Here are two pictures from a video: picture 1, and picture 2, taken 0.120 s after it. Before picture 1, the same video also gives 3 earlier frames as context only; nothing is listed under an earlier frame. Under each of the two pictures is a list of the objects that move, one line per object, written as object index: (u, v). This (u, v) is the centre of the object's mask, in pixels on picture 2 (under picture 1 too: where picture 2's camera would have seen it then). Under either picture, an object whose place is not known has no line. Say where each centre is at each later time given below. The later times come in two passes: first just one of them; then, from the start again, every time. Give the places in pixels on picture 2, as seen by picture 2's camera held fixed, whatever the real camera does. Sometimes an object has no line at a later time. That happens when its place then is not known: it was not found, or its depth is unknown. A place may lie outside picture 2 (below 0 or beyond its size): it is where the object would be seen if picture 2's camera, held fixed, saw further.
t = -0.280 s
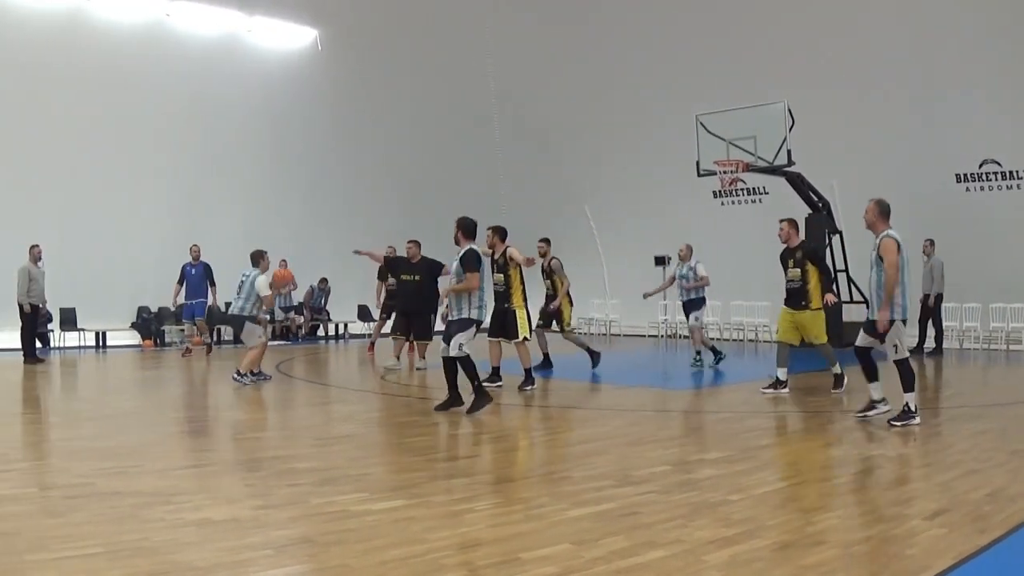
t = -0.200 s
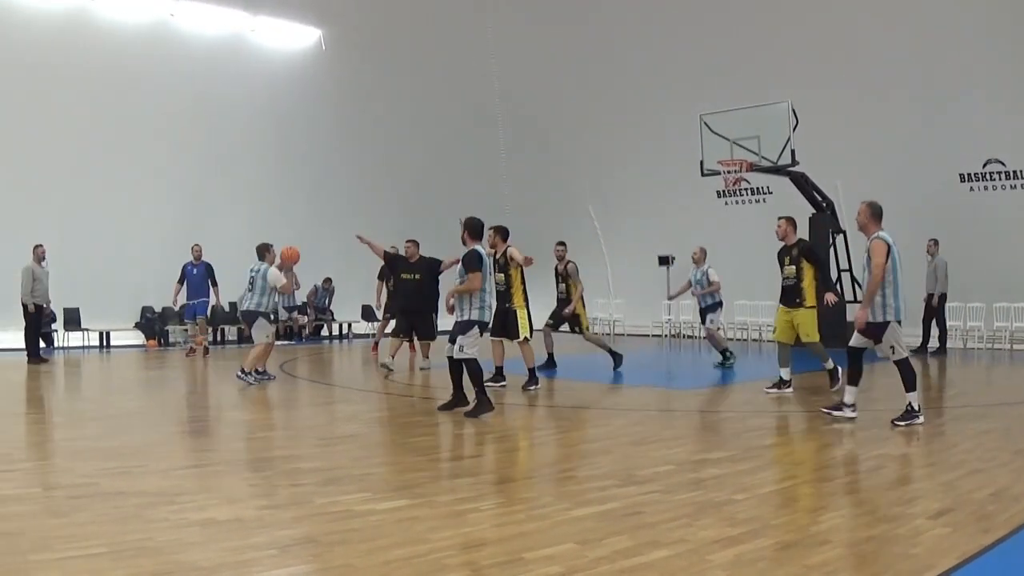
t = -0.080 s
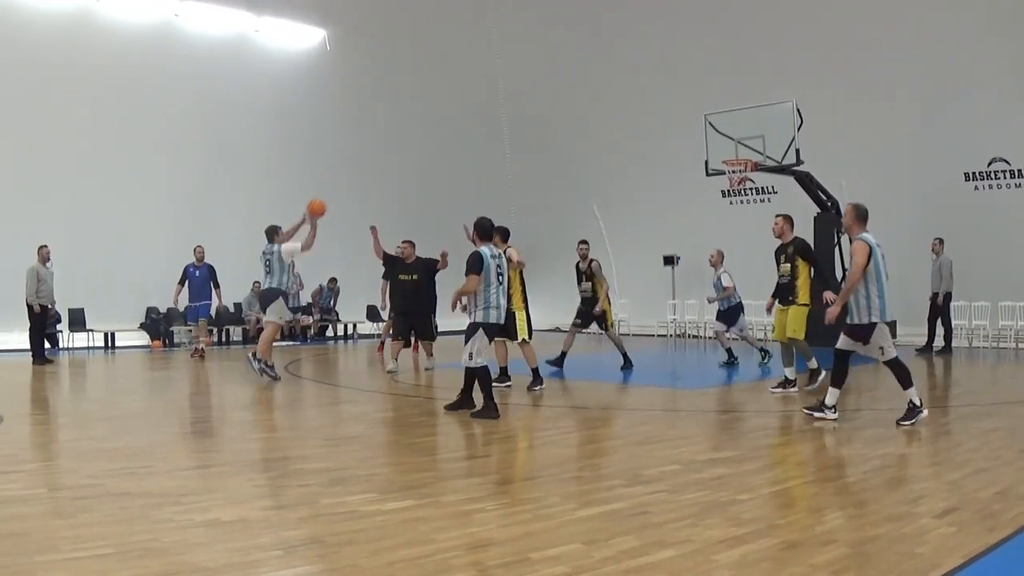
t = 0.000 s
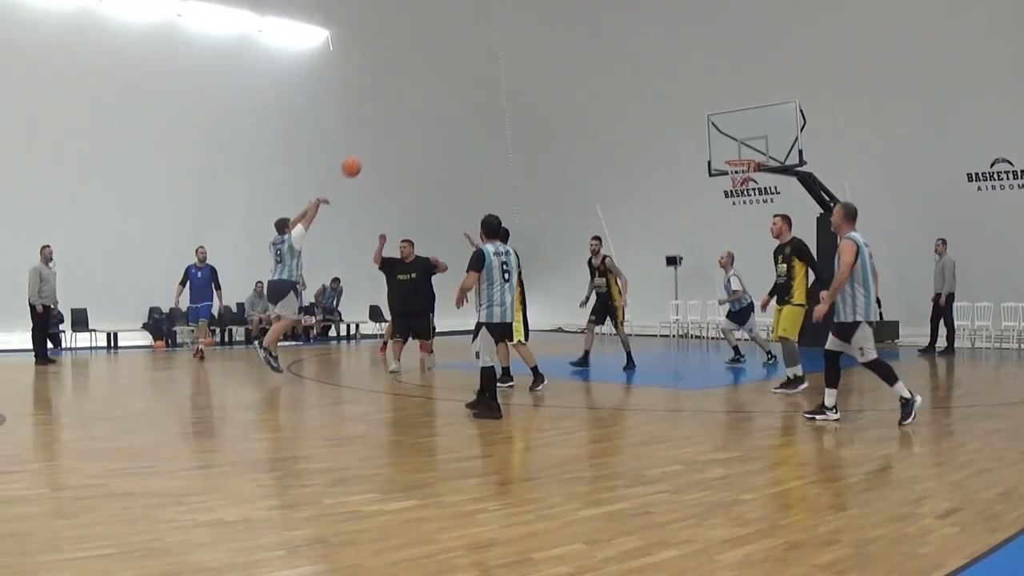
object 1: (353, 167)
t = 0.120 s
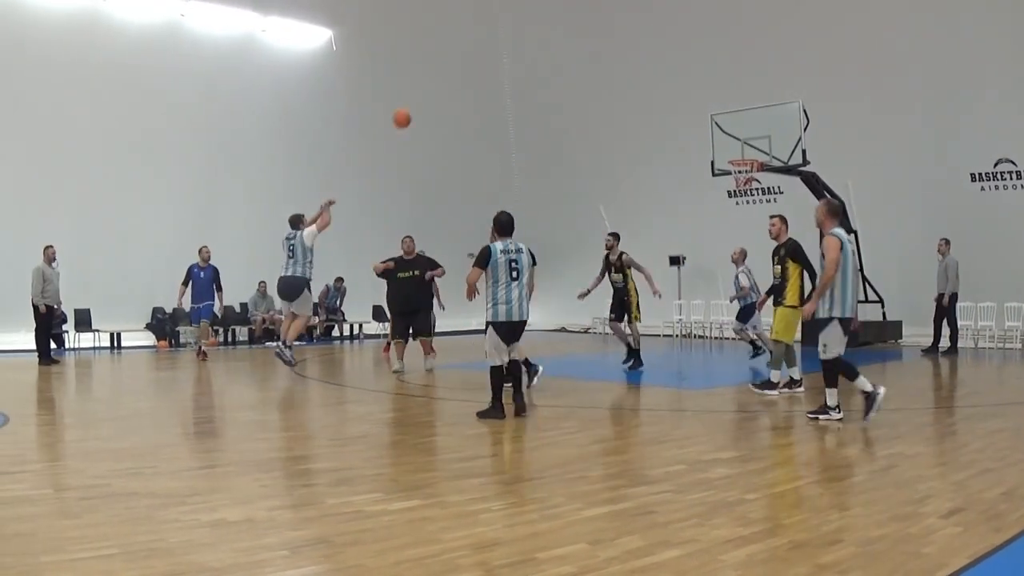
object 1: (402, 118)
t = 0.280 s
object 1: (461, 74)
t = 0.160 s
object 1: (417, 106)
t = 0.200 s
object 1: (433, 94)
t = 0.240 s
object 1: (447, 83)
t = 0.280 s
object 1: (461, 74)
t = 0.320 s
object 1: (473, 67)
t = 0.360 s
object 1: (485, 62)
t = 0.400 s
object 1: (495, 58)
